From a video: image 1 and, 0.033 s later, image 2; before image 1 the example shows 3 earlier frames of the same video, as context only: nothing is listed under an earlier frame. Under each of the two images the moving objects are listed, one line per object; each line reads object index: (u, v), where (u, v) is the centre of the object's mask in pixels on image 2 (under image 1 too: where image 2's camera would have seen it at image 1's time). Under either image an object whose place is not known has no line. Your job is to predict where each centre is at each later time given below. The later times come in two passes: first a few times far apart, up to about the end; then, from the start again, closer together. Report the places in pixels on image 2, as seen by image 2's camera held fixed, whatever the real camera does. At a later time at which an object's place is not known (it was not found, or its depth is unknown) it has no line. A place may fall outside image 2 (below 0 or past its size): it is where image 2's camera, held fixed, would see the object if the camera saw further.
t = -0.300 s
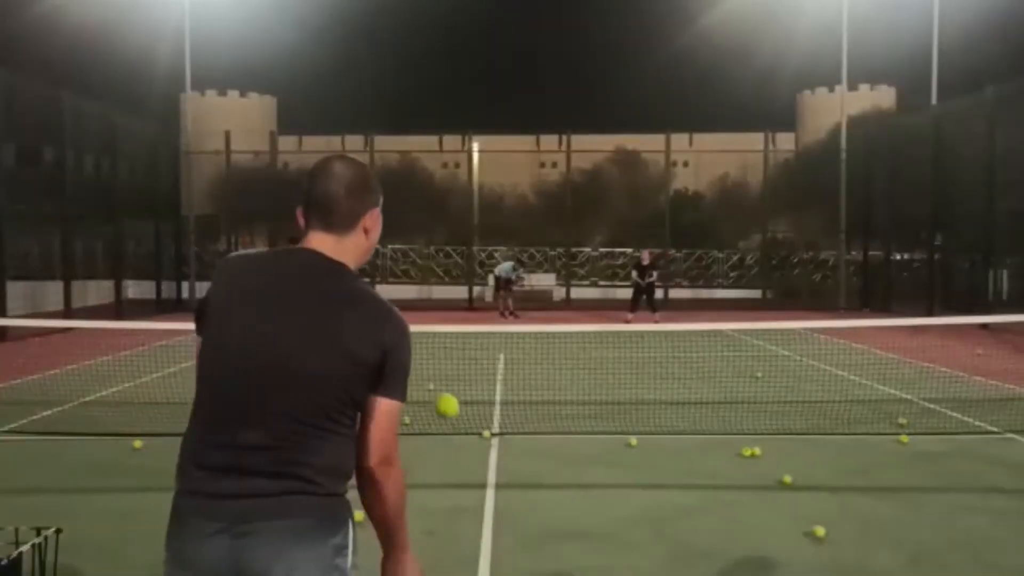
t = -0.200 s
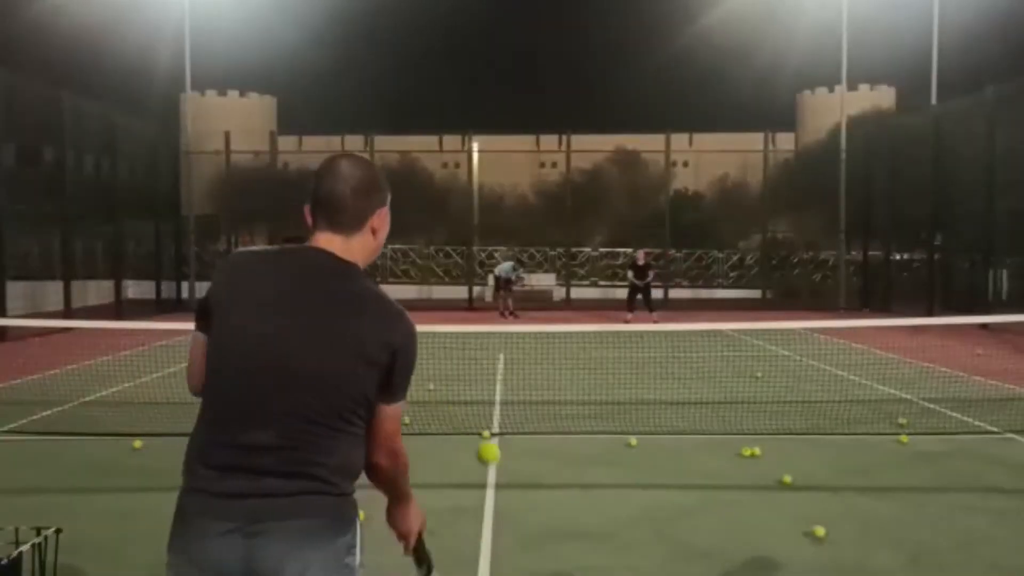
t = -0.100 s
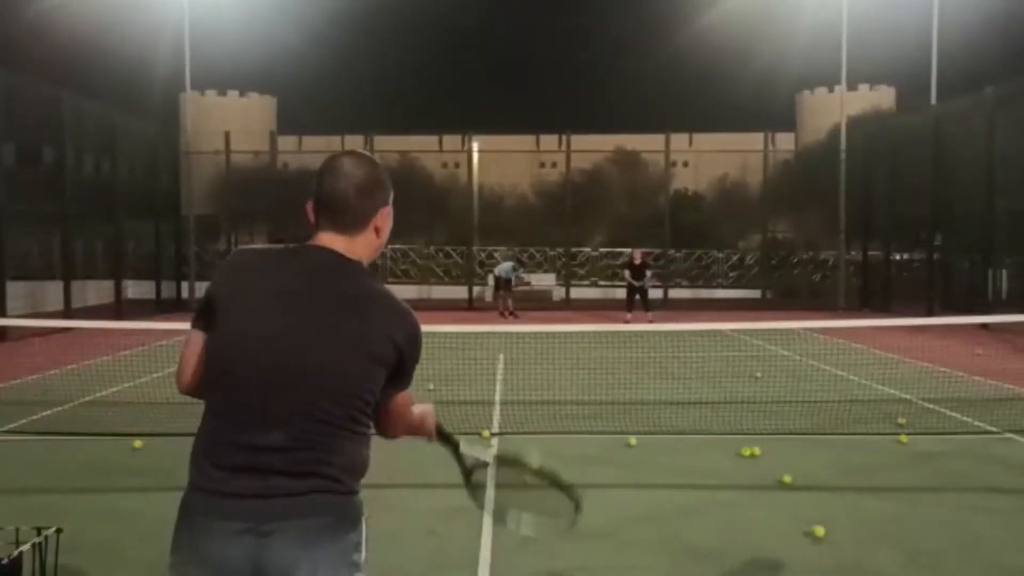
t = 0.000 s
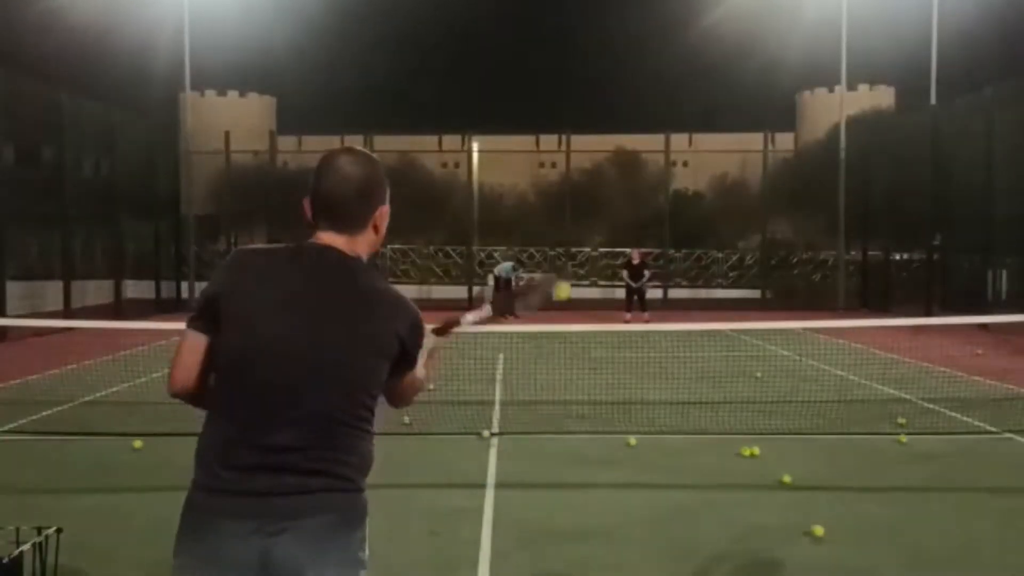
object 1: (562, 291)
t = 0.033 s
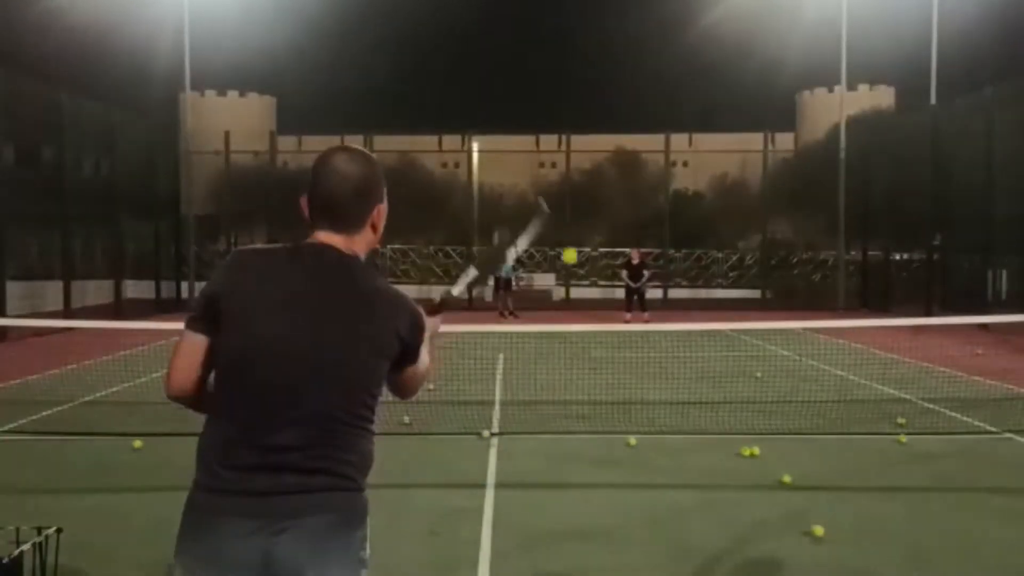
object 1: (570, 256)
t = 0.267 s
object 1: (600, 154)
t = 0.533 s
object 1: (615, 171)
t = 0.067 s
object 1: (576, 228)
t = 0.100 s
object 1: (581, 205)
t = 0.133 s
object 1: (586, 189)
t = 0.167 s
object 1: (590, 175)
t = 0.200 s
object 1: (594, 165)
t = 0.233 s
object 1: (597, 159)
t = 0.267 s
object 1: (600, 154)
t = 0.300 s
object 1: (603, 151)
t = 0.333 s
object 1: (604, 150)
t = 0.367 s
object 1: (606, 150)
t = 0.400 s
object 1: (609, 152)
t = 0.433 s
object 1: (610, 156)
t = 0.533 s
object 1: (615, 171)
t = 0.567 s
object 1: (616, 178)
